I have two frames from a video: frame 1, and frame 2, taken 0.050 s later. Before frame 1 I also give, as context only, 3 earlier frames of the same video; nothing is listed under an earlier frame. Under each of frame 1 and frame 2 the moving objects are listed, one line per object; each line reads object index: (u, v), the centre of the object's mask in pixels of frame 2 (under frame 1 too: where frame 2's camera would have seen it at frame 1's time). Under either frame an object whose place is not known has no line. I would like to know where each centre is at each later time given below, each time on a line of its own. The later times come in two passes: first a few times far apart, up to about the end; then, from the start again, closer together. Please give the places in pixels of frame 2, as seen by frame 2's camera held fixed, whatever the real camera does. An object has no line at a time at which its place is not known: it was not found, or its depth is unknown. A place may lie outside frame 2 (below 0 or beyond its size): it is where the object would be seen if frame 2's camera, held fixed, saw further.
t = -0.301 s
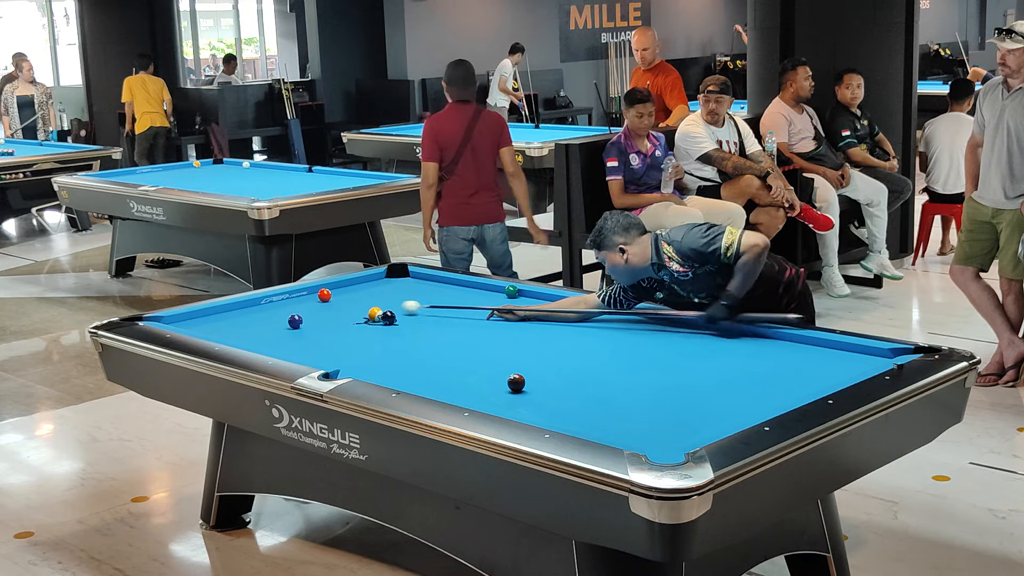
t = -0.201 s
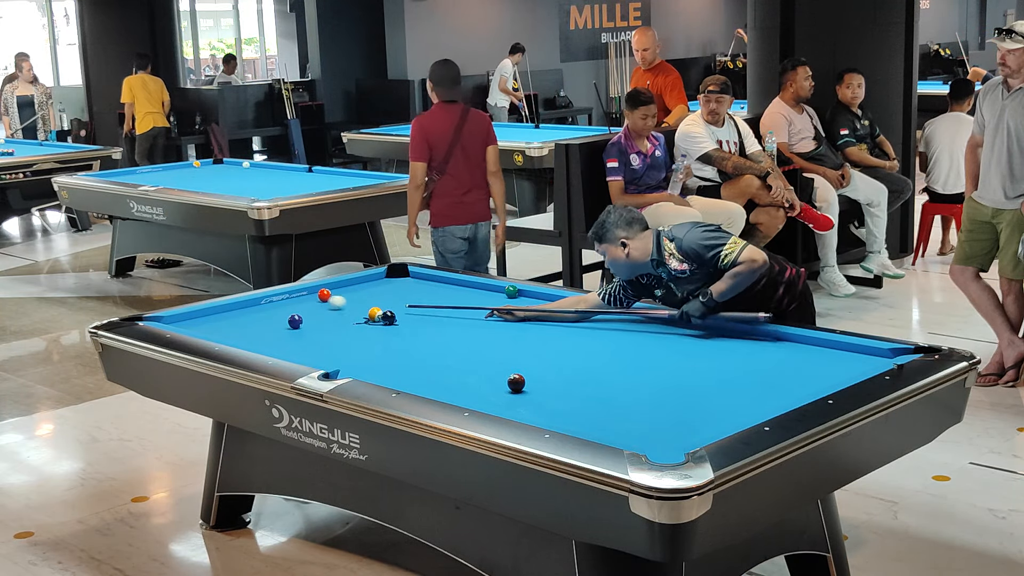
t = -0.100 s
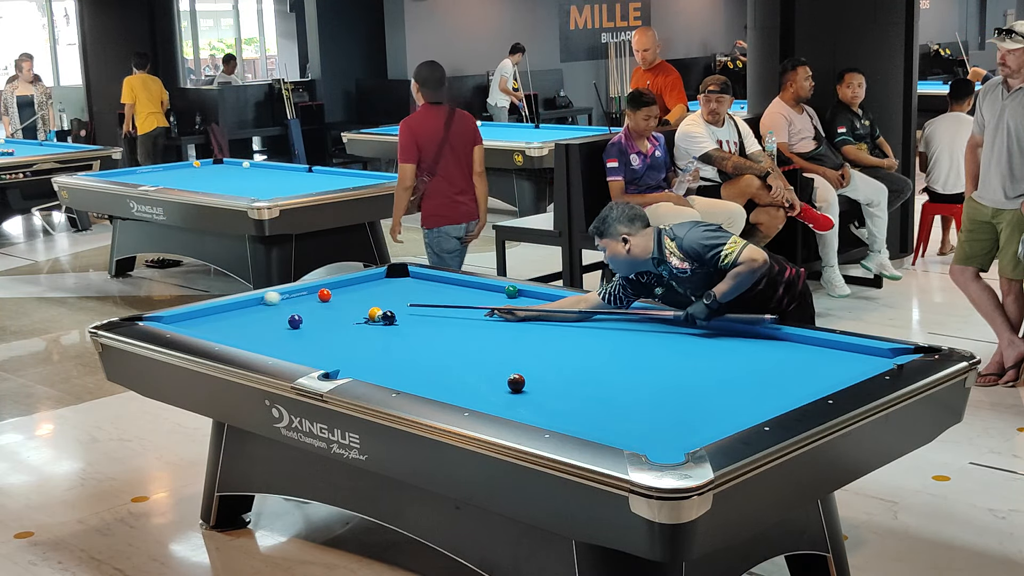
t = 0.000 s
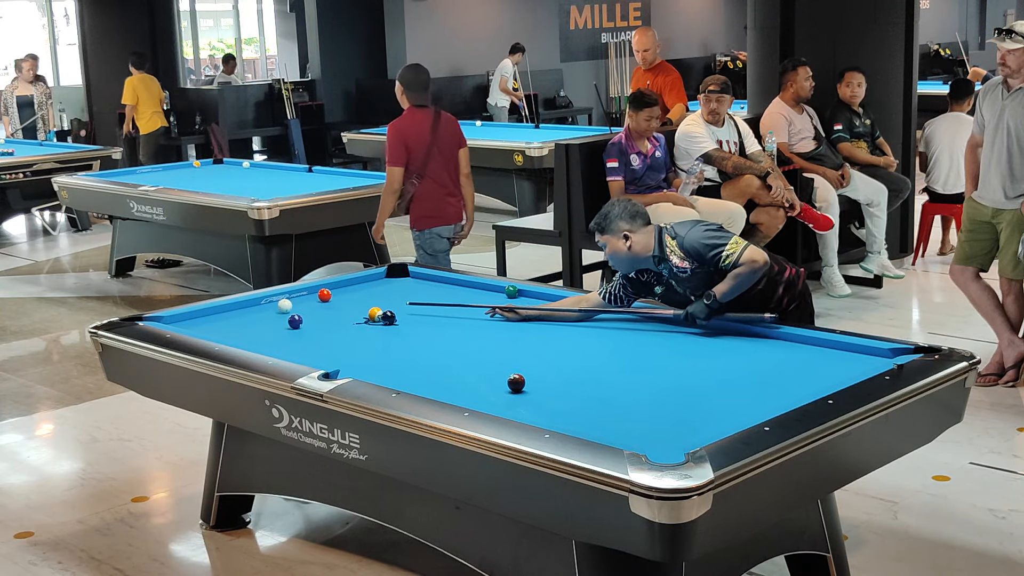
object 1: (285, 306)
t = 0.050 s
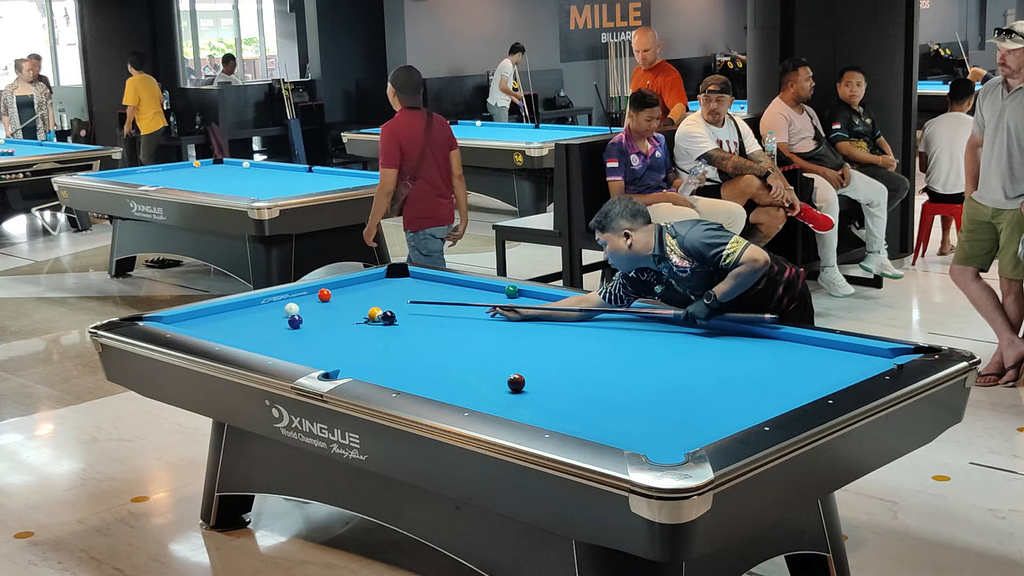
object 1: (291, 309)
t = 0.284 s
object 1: (335, 322)
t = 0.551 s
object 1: (398, 332)
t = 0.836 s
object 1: (469, 343)
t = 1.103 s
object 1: (539, 354)
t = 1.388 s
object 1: (618, 367)
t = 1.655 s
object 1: (698, 380)
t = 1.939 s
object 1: (788, 393)
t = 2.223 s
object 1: (772, 383)
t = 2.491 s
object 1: (745, 371)
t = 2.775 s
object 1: (718, 359)
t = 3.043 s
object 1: (697, 350)
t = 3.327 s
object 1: (676, 340)
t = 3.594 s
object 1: (659, 333)
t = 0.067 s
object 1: (294, 310)
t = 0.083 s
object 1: (296, 310)
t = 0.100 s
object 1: (298, 311)
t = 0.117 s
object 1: (301, 313)
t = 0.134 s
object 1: (303, 315)
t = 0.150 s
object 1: (305, 317)
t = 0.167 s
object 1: (308, 318)
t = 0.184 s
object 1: (312, 319)
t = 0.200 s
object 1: (316, 319)
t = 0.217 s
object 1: (320, 320)
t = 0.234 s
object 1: (324, 320)
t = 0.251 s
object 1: (328, 321)
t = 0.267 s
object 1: (332, 321)
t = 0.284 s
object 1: (335, 322)
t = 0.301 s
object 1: (339, 323)
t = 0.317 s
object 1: (343, 323)
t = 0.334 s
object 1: (347, 324)
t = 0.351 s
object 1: (351, 324)
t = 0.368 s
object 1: (355, 325)
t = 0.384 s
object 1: (358, 326)
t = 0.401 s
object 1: (362, 326)
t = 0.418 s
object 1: (366, 327)
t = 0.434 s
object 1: (370, 327)
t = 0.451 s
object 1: (374, 328)
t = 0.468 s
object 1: (378, 328)
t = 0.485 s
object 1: (382, 329)
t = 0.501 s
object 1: (386, 330)
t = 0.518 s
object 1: (390, 330)
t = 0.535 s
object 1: (394, 331)
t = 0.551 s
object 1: (398, 332)
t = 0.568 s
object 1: (402, 333)
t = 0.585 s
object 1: (406, 333)
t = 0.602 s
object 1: (410, 334)
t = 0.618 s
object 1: (414, 334)
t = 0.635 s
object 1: (418, 335)
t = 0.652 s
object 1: (422, 336)
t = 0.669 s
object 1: (427, 336)
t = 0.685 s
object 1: (431, 337)
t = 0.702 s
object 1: (435, 338)
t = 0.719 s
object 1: (439, 338)
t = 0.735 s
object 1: (443, 339)
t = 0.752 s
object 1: (447, 340)
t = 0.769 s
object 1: (452, 340)
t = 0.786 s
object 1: (456, 341)
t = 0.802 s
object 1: (460, 342)
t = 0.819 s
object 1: (464, 342)
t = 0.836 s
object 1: (469, 343)
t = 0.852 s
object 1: (473, 344)
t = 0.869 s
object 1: (477, 344)
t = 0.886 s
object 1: (482, 345)
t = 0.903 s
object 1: (486, 346)
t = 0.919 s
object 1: (490, 346)
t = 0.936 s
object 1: (495, 347)
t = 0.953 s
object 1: (499, 348)
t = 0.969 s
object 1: (503, 349)
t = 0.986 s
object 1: (508, 349)
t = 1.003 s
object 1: (512, 350)
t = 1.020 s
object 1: (517, 351)
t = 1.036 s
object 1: (521, 351)
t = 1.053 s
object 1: (525, 352)
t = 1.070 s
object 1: (530, 353)
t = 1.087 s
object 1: (534, 353)
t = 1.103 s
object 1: (539, 354)
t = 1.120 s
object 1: (543, 355)
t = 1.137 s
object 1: (548, 356)
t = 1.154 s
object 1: (553, 356)
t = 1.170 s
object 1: (557, 357)
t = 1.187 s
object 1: (562, 358)
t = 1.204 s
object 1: (566, 358)
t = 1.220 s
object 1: (571, 359)
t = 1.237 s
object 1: (576, 360)
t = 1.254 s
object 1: (580, 361)
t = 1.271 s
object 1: (585, 361)
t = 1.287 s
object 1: (590, 362)
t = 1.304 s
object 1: (594, 363)
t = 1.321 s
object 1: (599, 364)
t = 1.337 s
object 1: (604, 365)
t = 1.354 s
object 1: (609, 365)
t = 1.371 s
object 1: (613, 366)
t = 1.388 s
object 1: (618, 367)
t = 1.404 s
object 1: (623, 368)
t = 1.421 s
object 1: (628, 368)
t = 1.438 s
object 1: (633, 369)
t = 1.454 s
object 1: (638, 370)
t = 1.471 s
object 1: (642, 371)
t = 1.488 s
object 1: (647, 371)
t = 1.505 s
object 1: (652, 372)
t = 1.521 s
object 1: (657, 373)
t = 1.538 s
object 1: (662, 374)
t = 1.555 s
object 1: (667, 375)
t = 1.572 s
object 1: (672, 375)
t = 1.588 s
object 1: (677, 376)
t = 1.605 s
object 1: (683, 377)
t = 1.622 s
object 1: (688, 378)
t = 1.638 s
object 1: (693, 379)
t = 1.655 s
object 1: (698, 380)
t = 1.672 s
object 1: (703, 380)
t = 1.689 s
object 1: (708, 381)
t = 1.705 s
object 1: (713, 382)
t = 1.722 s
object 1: (718, 383)
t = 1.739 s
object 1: (724, 384)
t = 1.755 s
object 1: (729, 385)
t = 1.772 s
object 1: (734, 385)
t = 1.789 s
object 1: (740, 386)
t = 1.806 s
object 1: (745, 387)
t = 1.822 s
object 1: (750, 388)
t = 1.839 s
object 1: (755, 389)
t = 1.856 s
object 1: (761, 390)
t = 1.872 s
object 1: (766, 391)
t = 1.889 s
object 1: (772, 391)
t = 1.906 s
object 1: (777, 392)
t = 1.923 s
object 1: (782, 393)
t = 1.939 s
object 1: (788, 393)
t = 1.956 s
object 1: (793, 392)
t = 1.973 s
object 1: (798, 392)
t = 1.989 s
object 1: (798, 392)
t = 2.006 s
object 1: (796, 391)
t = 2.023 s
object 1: (794, 392)
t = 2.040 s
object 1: (792, 391)
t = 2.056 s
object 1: (790, 391)
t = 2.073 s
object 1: (788, 391)
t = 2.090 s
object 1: (786, 390)
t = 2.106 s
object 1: (785, 389)
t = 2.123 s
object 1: (783, 388)
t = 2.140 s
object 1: (781, 387)
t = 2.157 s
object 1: (779, 386)
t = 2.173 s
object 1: (777, 386)
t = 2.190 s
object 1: (775, 385)
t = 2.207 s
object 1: (774, 384)
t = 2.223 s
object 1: (772, 383)
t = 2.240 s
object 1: (770, 382)
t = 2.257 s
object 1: (768, 382)
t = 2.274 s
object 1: (766, 381)
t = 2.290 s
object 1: (765, 380)
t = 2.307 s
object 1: (763, 379)
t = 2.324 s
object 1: (761, 379)
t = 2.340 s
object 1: (760, 378)
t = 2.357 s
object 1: (758, 377)
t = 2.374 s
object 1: (756, 376)
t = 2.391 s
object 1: (754, 375)
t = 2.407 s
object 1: (753, 375)
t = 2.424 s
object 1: (751, 374)
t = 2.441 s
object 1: (750, 373)
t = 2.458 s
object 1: (748, 373)
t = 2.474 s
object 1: (746, 372)
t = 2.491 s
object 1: (745, 371)
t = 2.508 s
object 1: (743, 370)
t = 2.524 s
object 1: (741, 370)
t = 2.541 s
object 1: (740, 369)
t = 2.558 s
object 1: (738, 368)
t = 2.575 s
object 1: (737, 367)
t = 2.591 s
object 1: (735, 367)
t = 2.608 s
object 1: (734, 366)
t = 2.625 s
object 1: (731, 365)
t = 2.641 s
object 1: (729, 364)
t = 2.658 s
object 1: (728, 364)
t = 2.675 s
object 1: (726, 363)
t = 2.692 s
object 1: (725, 362)
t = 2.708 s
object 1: (723, 362)
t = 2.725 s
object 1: (722, 361)
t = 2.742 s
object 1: (721, 360)
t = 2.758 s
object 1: (719, 360)
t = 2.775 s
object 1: (718, 359)
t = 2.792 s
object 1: (717, 358)
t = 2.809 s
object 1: (715, 358)
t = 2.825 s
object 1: (714, 357)
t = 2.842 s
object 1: (712, 357)
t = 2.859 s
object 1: (711, 356)
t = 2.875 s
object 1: (710, 355)
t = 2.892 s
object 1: (708, 355)
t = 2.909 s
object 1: (707, 354)
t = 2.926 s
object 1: (706, 354)
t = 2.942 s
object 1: (704, 353)
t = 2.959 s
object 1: (703, 352)
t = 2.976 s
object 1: (702, 352)
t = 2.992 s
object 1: (700, 351)
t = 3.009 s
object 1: (699, 351)
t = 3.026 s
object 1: (698, 350)
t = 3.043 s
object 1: (697, 350)
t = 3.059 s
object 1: (695, 349)
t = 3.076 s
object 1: (694, 348)
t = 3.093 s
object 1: (693, 348)
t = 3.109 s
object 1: (692, 347)
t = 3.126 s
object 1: (690, 347)
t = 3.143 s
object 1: (689, 346)
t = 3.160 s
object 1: (688, 345)
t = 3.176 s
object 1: (687, 345)
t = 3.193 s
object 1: (685, 344)
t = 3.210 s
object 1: (684, 344)
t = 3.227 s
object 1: (683, 343)
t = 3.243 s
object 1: (682, 343)
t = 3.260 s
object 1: (681, 342)
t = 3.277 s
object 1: (680, 342)
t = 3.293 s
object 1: (678, 341)
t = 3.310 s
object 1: (677, 341)
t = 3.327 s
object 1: (676, 340)
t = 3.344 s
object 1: (675, 340)
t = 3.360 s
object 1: (674, 339)
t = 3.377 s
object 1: (673, 339)
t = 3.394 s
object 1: (672, 338)
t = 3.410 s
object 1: (671, 338)
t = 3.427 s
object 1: (669, 337)
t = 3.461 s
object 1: (667, 336)
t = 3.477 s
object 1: (666, 336)
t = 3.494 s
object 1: (665, 335)
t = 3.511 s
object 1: (664, 335)
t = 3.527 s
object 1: (663, 334)
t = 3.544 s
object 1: (662, 334)
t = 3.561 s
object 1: (661, 333)
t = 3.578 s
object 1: (660, 333)
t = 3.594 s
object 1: (659, 333)
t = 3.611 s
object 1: (658, 332)
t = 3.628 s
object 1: (657, 332)
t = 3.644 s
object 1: (656, 331)
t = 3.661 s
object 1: (655, 331)
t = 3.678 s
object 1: (654, 331)
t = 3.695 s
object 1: (653, 330)
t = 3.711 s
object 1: (652, 330)
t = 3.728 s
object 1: (651, 329)
